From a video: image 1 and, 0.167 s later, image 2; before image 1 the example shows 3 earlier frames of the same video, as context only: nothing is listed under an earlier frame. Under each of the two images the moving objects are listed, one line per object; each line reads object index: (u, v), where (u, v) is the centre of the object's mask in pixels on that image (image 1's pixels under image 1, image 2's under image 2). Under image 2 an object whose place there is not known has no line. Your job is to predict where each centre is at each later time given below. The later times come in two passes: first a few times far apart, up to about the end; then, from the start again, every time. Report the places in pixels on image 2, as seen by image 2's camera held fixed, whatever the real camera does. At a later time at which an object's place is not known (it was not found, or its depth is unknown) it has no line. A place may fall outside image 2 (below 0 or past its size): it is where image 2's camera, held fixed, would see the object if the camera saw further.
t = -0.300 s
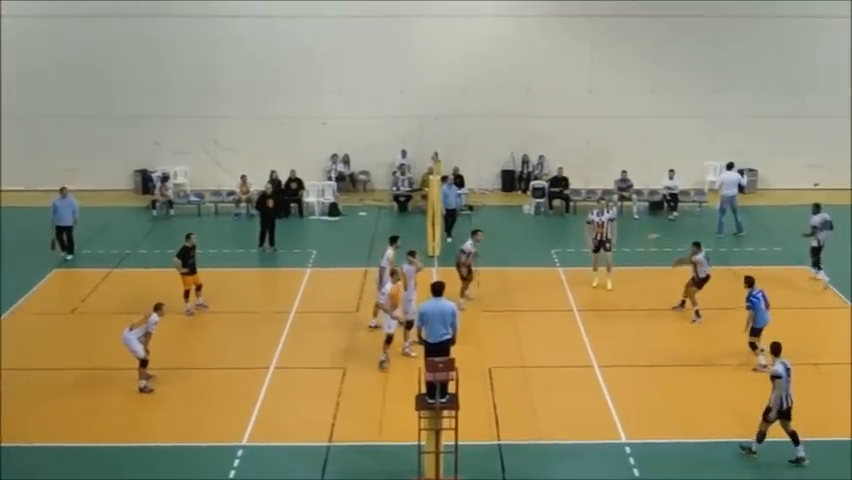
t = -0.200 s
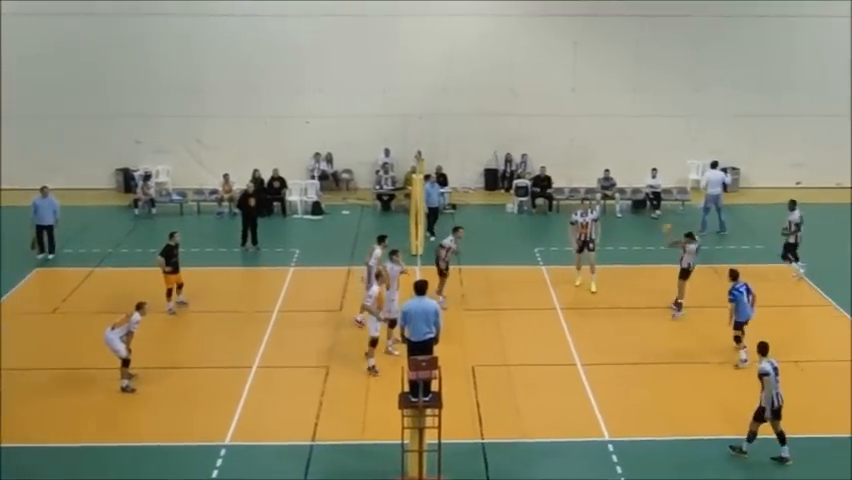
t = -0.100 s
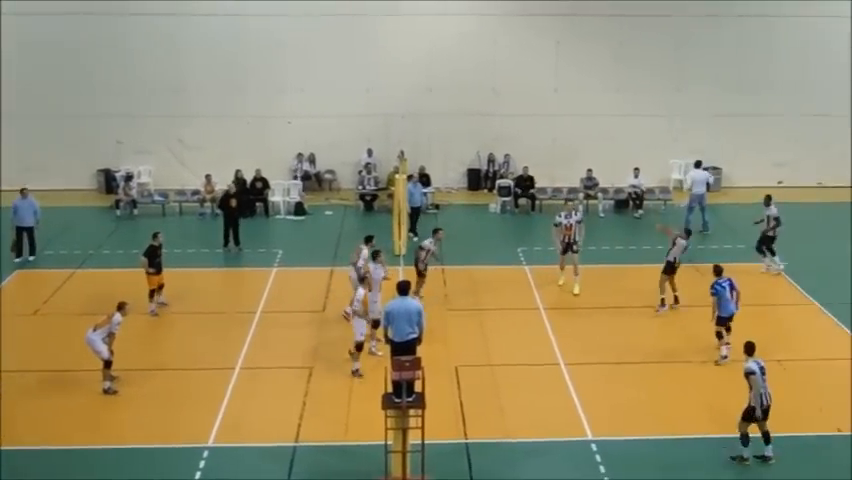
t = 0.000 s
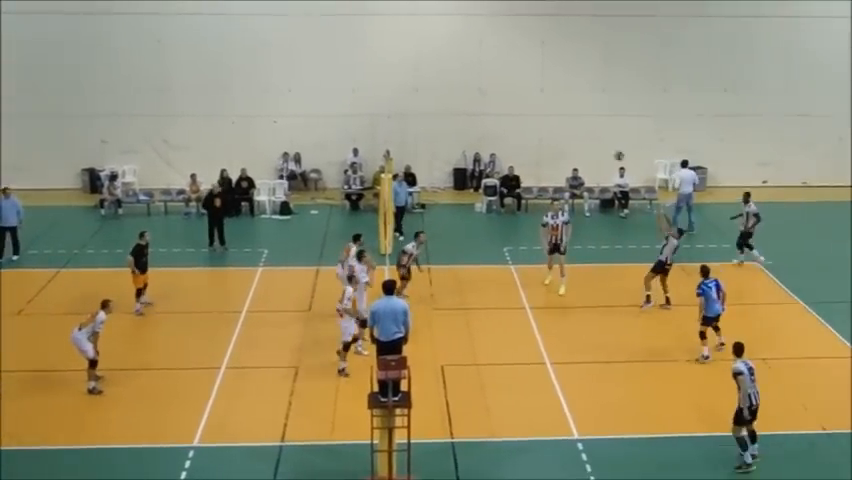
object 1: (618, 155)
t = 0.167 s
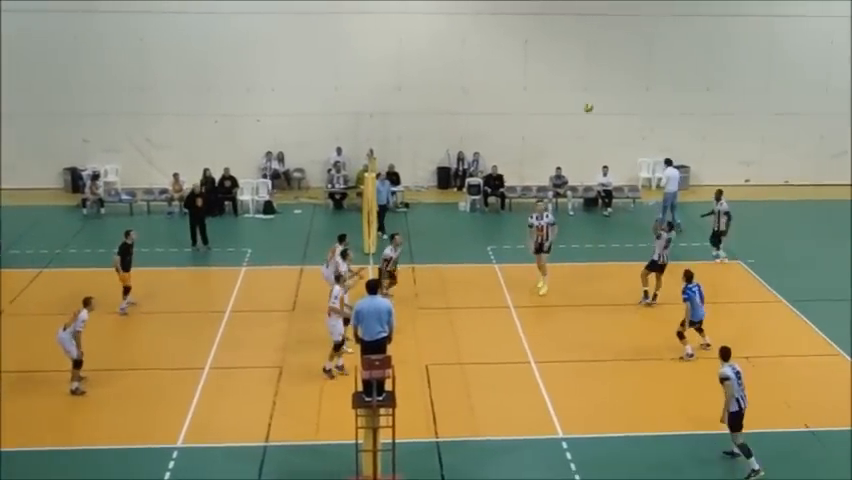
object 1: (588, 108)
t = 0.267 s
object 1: (579, 86)
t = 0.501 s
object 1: (557, 52)
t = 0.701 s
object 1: (537, 47)
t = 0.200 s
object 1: (585, 100)
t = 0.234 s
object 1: (583, 92)
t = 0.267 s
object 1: (579, 86)
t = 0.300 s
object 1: (576, 79)
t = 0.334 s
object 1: (573, 73)
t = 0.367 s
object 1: (569, 68)
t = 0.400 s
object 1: (566, 63)
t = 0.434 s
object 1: (563, 59)
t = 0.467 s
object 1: (560, 55)
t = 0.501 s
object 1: (557, 52)
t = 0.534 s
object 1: (554, 50)
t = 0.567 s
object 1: (551, 48)
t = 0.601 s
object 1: (547, 46)
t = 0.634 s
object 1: (544, 45)
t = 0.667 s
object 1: (541, 45)
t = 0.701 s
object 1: (537, 47)
